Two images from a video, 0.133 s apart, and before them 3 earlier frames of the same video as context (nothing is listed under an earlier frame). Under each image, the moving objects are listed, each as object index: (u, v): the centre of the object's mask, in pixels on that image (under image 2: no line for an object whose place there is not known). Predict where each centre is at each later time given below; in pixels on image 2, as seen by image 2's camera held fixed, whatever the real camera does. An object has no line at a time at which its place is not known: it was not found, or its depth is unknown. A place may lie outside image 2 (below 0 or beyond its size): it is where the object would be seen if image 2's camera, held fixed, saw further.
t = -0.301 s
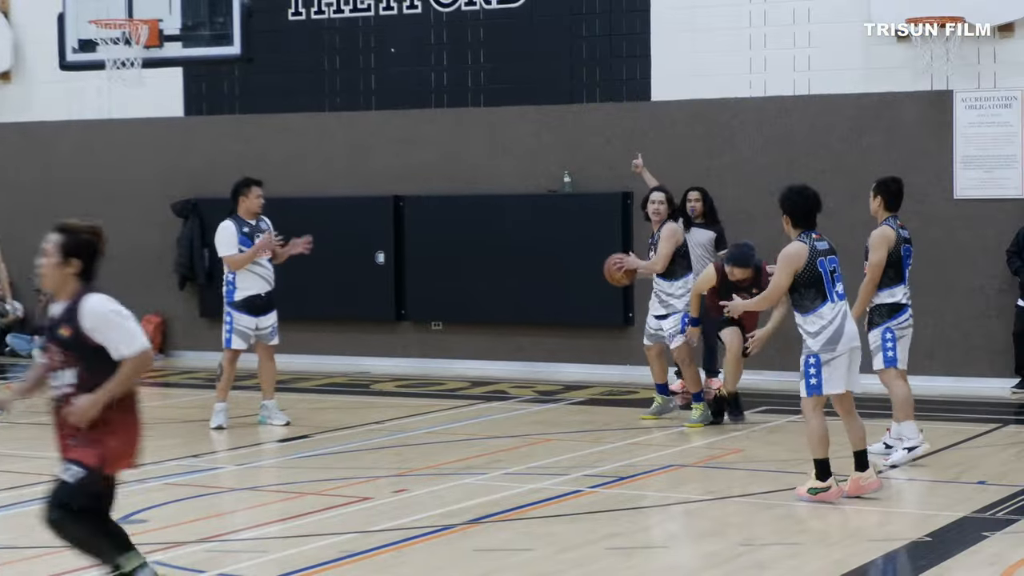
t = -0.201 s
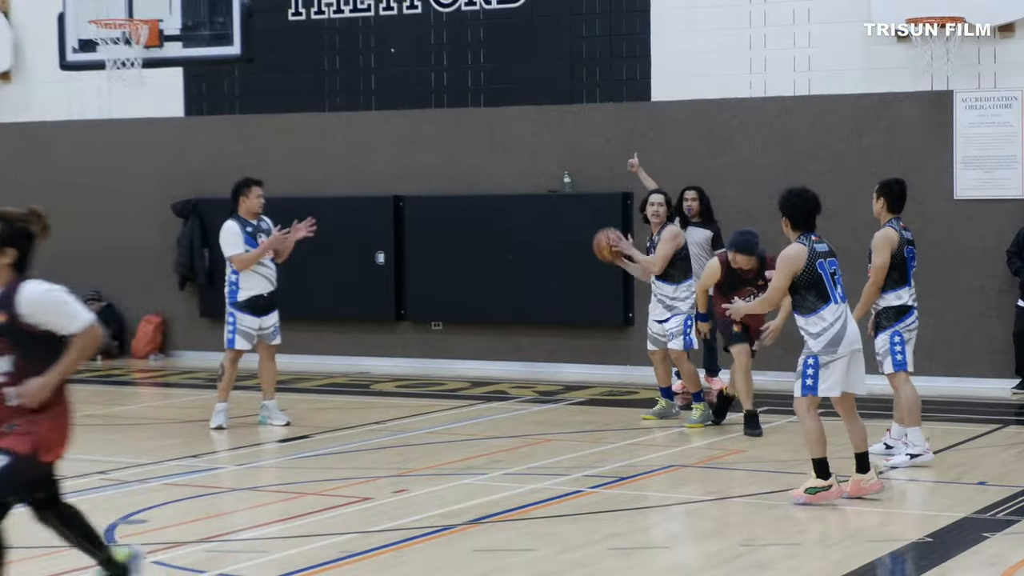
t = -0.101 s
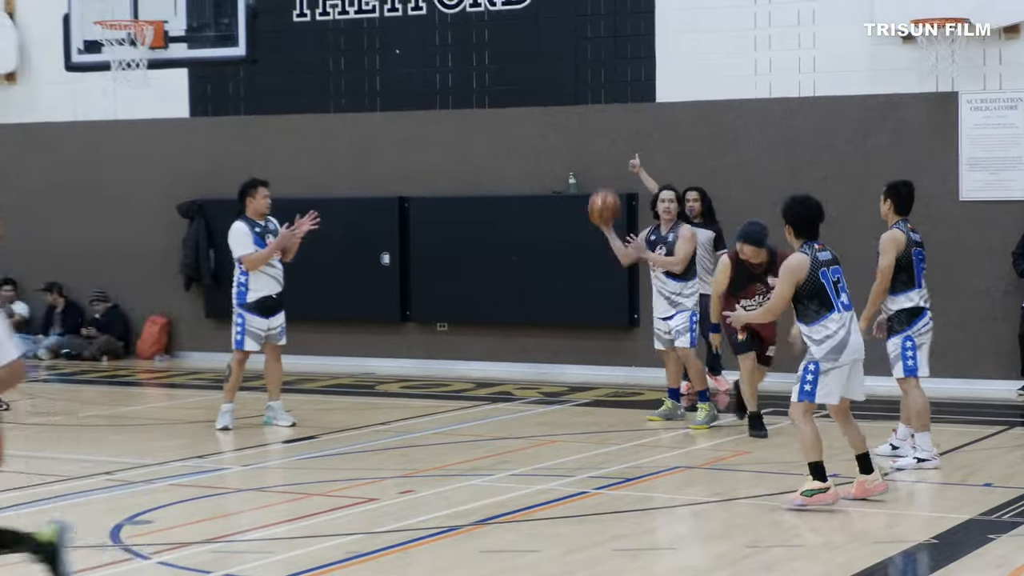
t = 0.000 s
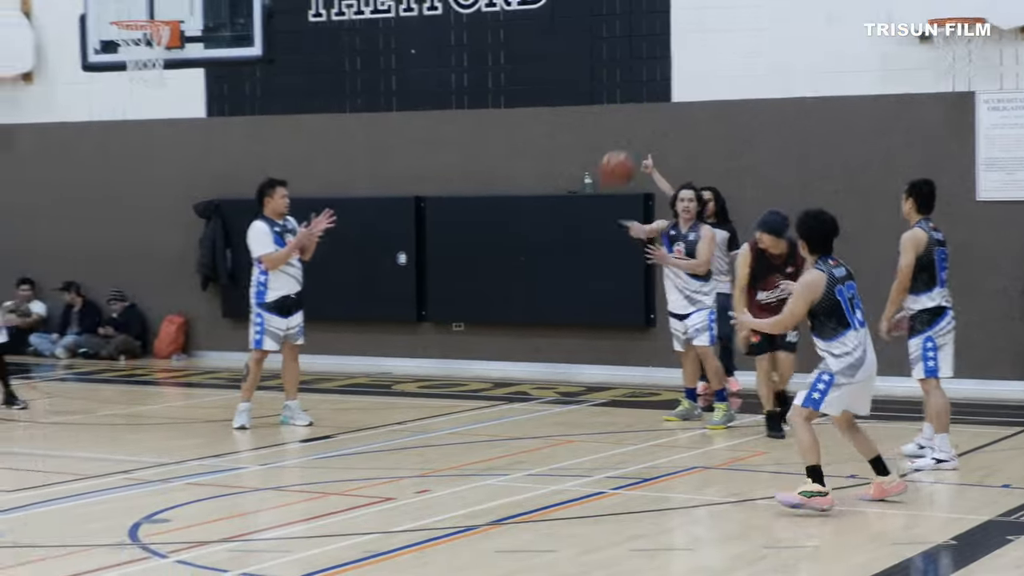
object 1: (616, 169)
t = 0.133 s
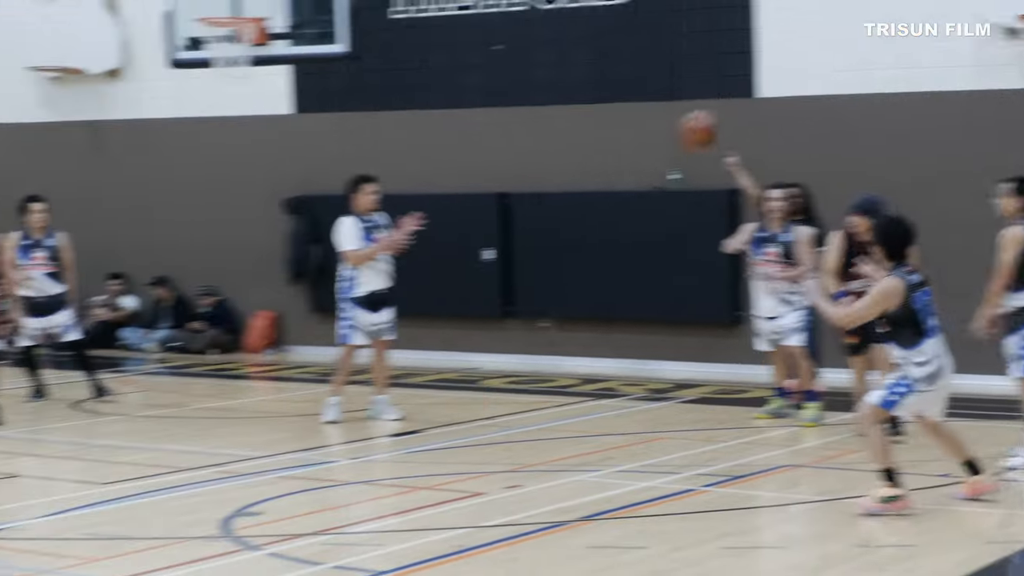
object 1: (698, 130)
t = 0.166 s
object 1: (699, 124)
